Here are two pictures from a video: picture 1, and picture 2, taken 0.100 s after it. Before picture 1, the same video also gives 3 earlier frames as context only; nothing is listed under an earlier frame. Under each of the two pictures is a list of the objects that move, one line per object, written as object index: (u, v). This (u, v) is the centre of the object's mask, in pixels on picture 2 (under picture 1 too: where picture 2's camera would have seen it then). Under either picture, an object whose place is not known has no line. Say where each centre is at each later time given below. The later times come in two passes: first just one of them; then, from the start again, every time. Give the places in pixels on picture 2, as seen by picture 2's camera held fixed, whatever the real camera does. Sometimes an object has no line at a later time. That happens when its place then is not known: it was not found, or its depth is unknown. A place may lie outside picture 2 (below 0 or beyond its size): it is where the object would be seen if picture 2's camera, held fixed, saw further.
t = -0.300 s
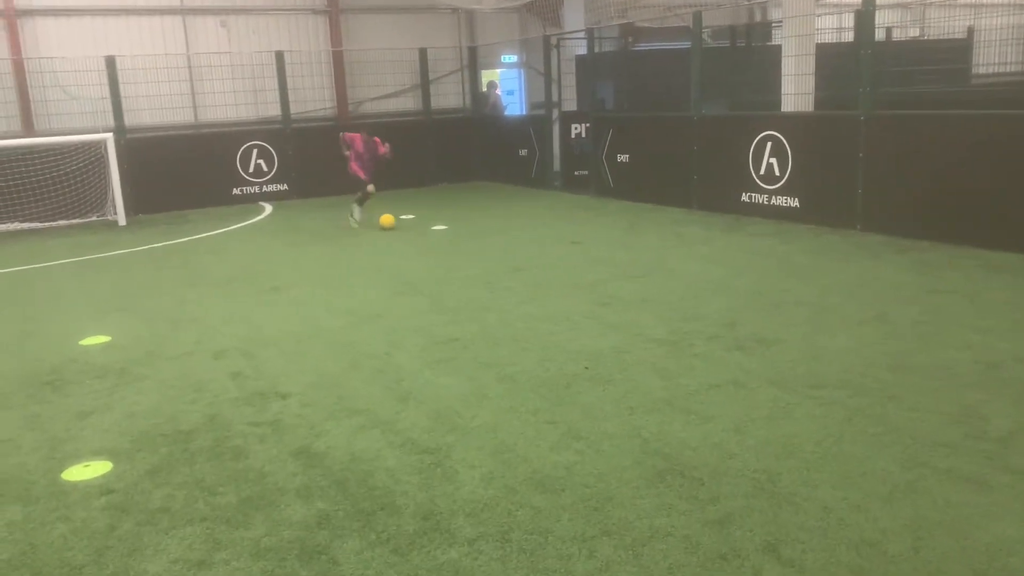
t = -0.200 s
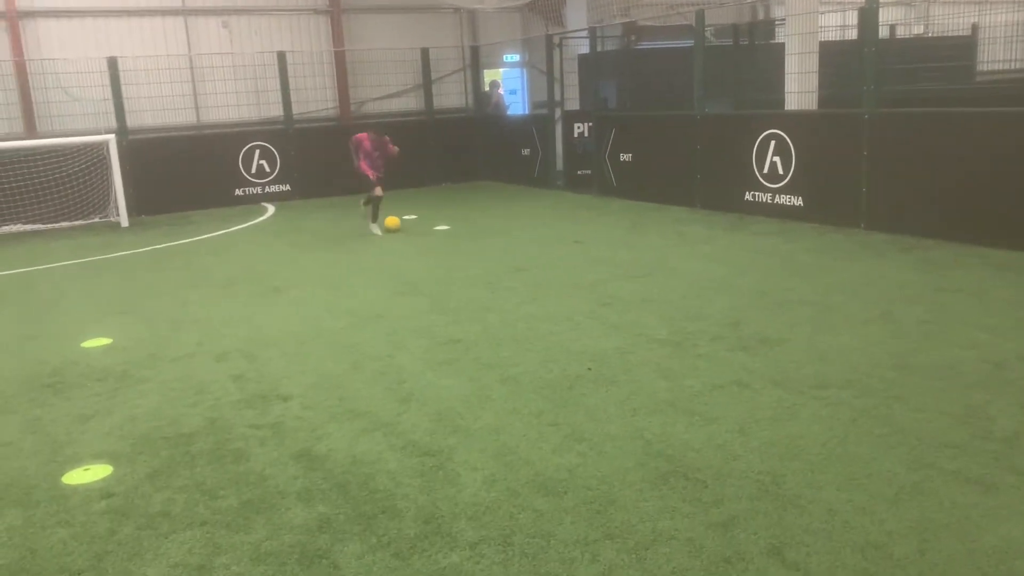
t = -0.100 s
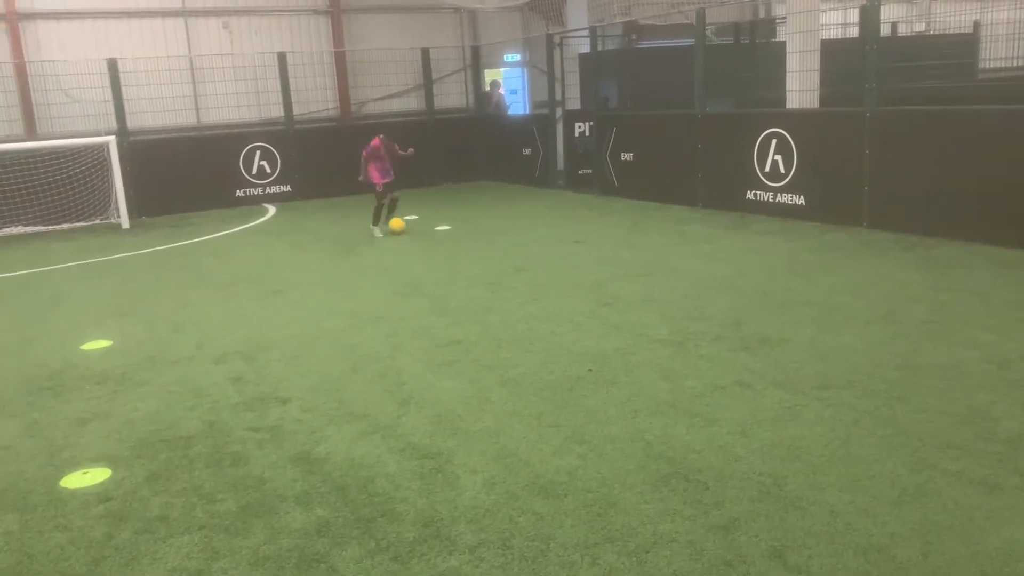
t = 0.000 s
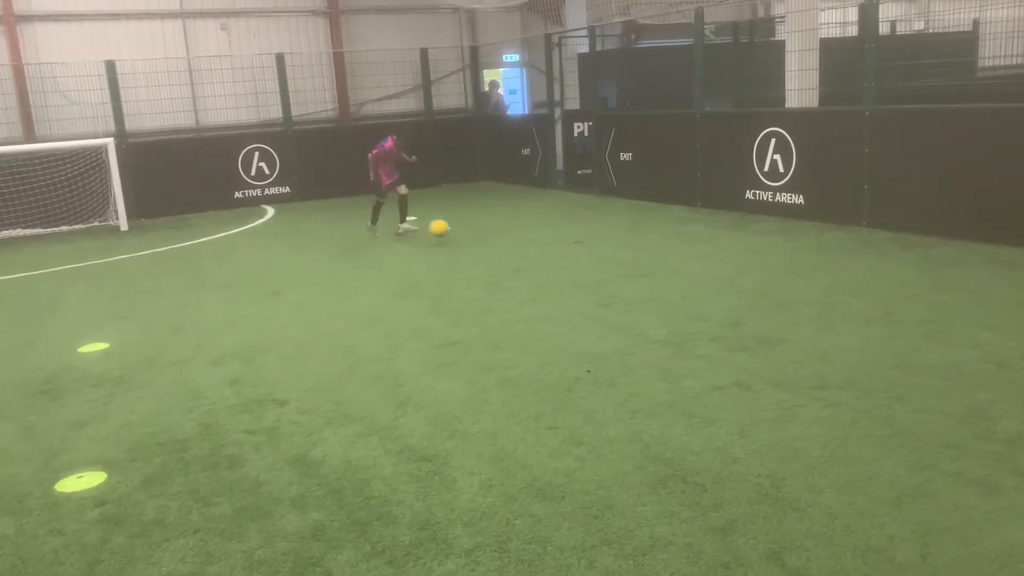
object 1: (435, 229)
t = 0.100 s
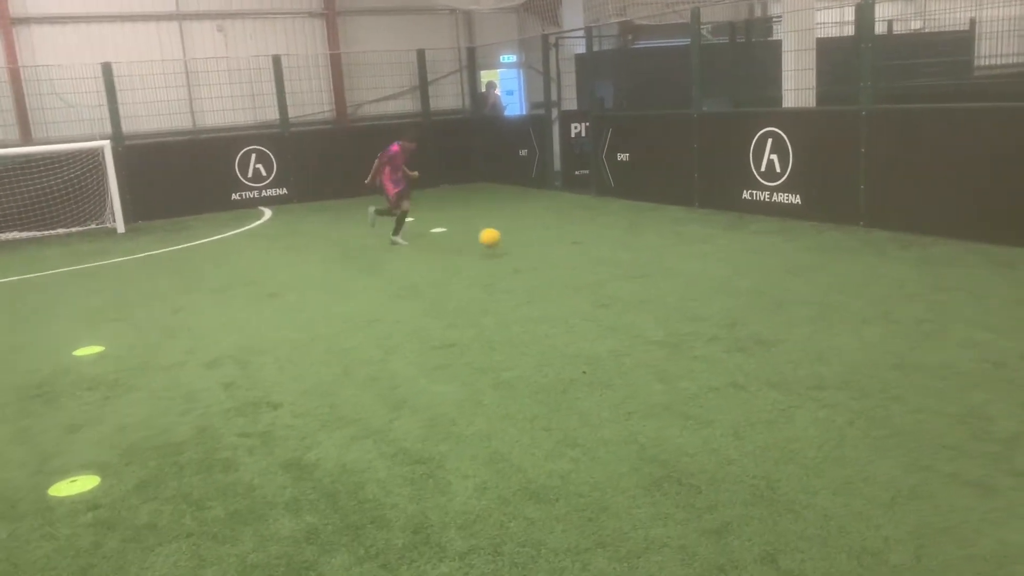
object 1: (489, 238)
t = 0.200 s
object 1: (553, 258)
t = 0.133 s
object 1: (510, 243)
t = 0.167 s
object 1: (531, 251)
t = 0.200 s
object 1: (553, 258)
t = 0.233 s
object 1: (575, 259)
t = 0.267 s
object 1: (596, 260)
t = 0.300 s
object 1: (621, 264)
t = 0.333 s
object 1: (646, 269)
